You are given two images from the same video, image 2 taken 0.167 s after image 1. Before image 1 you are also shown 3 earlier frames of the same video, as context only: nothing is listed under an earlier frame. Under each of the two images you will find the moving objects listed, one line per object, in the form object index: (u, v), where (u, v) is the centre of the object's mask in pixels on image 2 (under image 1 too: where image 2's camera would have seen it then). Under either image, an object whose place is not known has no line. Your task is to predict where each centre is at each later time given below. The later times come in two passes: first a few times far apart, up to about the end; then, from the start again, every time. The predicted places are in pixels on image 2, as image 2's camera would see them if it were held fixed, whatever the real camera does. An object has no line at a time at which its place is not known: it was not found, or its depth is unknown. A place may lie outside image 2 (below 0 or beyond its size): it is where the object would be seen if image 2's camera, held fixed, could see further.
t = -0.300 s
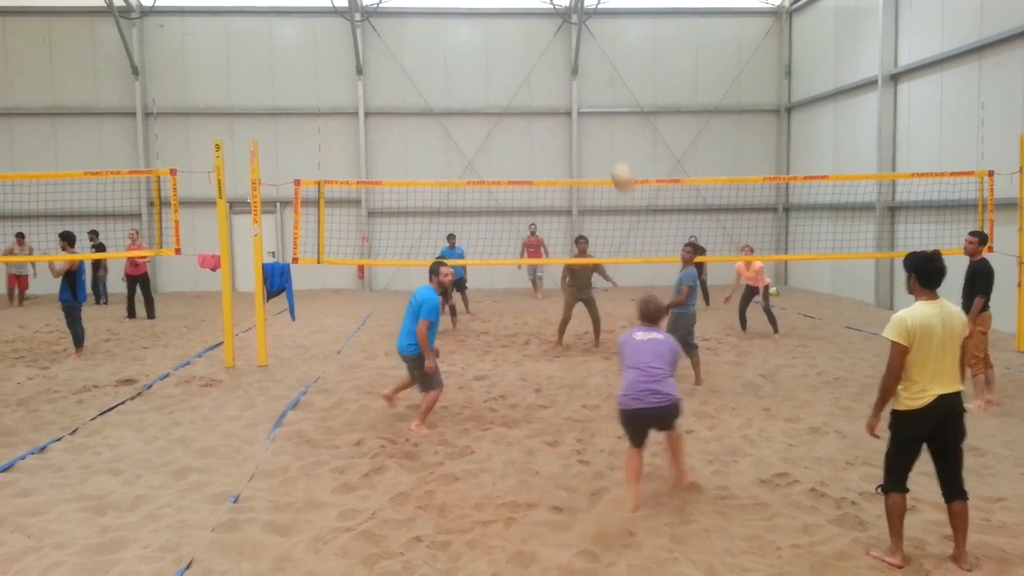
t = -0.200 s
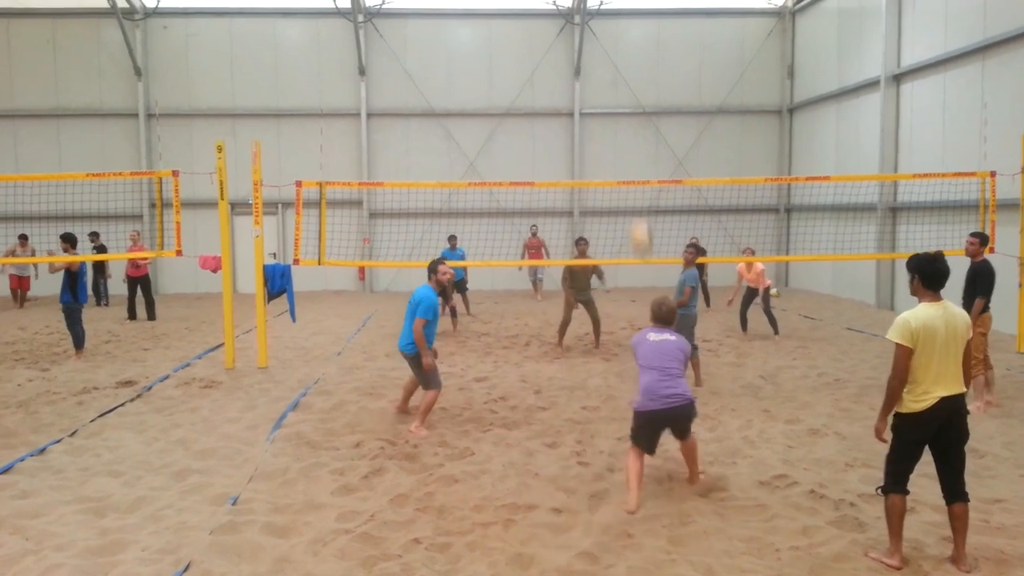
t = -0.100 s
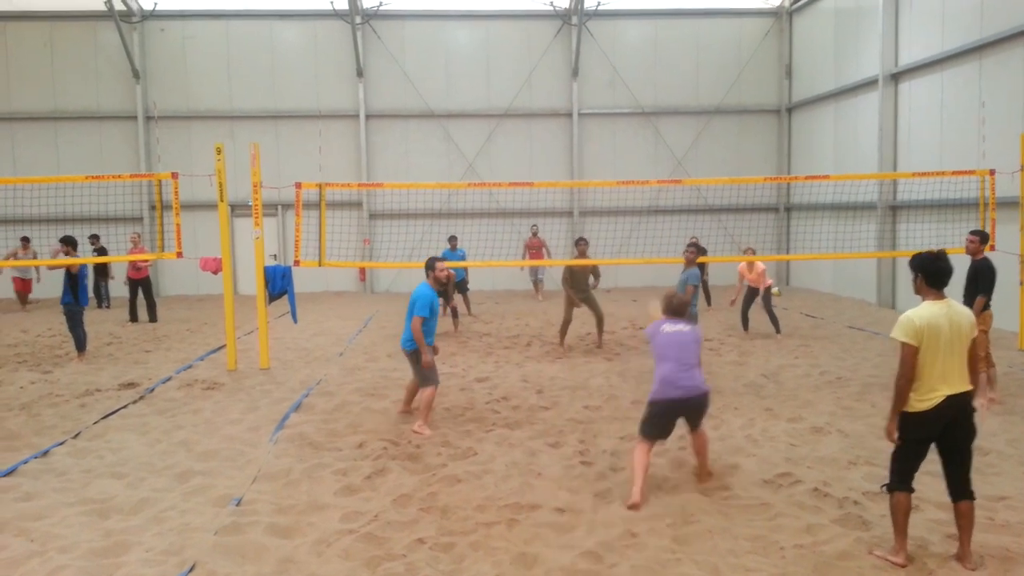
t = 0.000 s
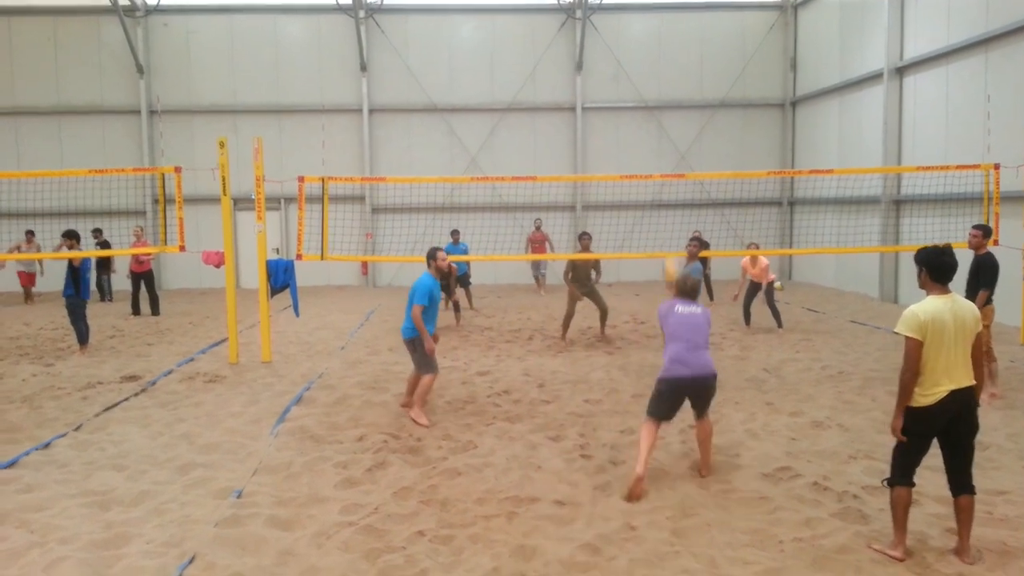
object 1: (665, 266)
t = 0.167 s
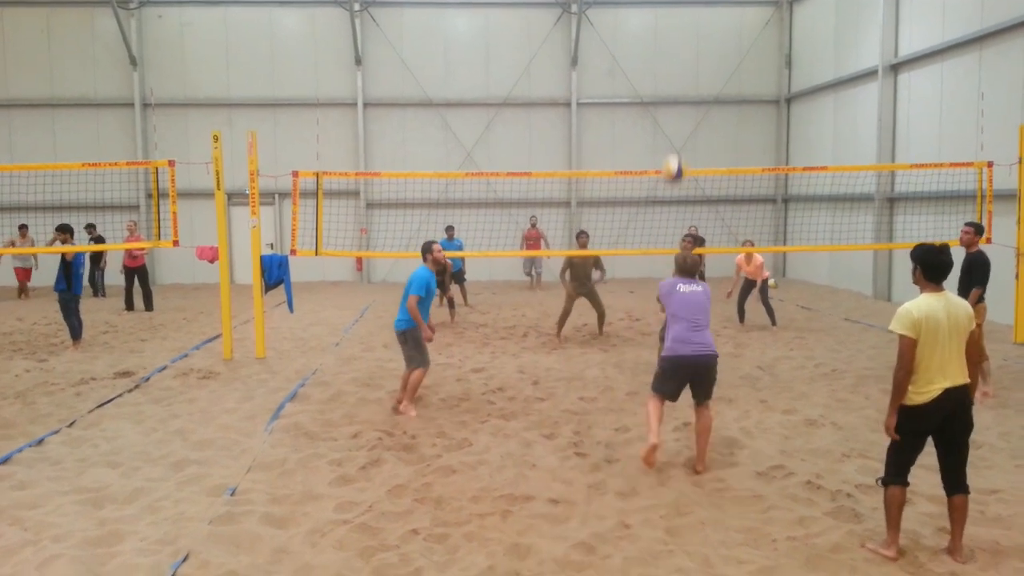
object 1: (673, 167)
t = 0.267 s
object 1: (678, 127)
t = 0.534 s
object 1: (683, 74)
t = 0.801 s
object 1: (686, 96)
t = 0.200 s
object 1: (675, 153)
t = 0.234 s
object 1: (676, 141)
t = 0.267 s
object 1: (678, 127)
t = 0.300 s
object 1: (679, 116)
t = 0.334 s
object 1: (680, 105)
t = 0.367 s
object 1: (681, 97)
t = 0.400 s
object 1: (681, 90)
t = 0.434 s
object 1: (682, 84)
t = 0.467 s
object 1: (682, 79)
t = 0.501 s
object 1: (682, 76)
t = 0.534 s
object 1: (683, 74)
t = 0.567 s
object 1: (684, 74)
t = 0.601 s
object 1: (684, 74)
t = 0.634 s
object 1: (684, 76)
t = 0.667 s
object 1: (686, 77)
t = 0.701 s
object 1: (686, 81)
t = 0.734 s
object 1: (686, 85)
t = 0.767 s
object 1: (685, 91)
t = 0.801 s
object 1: (686, 96)
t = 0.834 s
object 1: (686, 103)
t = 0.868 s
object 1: (686, 112)
